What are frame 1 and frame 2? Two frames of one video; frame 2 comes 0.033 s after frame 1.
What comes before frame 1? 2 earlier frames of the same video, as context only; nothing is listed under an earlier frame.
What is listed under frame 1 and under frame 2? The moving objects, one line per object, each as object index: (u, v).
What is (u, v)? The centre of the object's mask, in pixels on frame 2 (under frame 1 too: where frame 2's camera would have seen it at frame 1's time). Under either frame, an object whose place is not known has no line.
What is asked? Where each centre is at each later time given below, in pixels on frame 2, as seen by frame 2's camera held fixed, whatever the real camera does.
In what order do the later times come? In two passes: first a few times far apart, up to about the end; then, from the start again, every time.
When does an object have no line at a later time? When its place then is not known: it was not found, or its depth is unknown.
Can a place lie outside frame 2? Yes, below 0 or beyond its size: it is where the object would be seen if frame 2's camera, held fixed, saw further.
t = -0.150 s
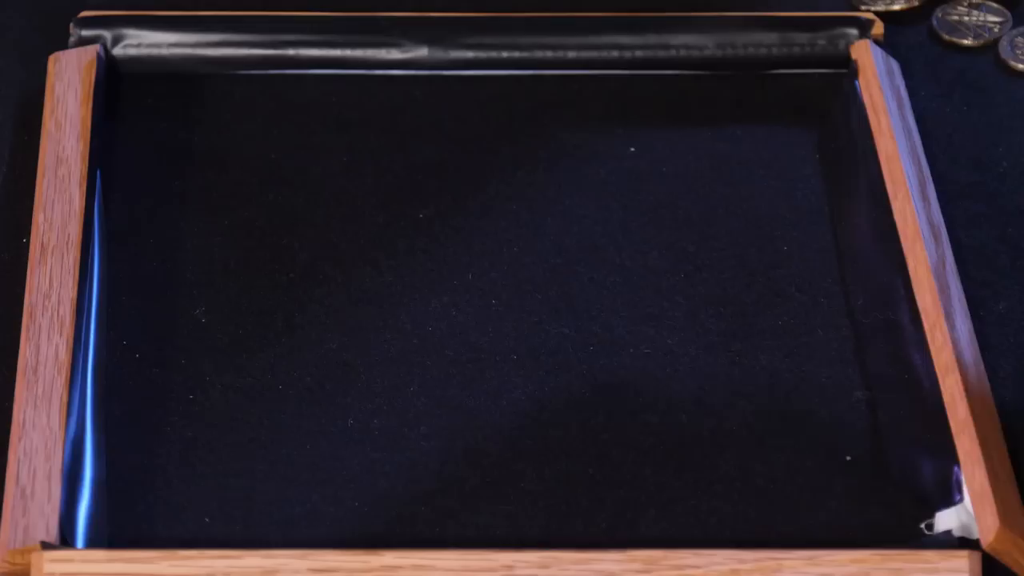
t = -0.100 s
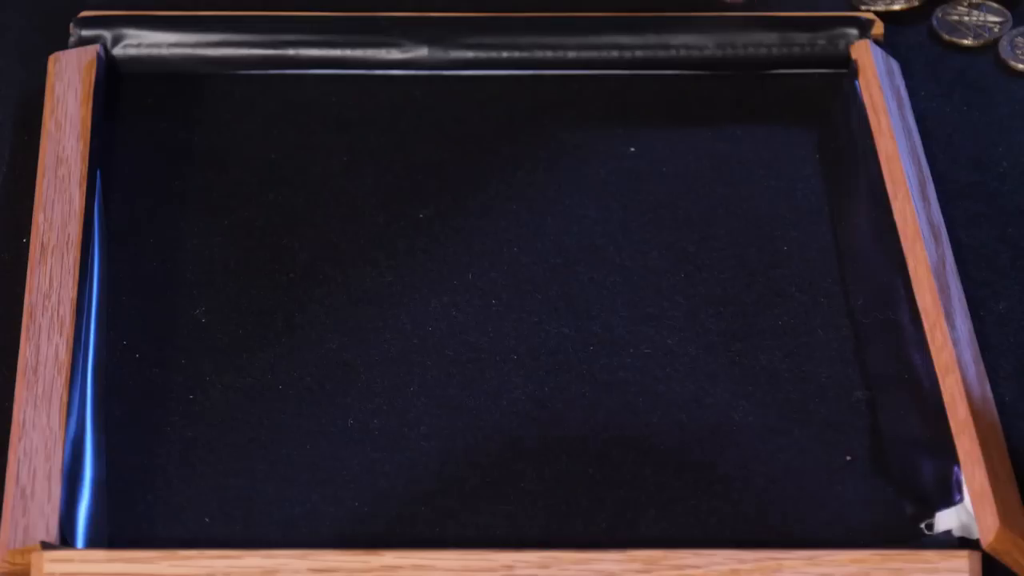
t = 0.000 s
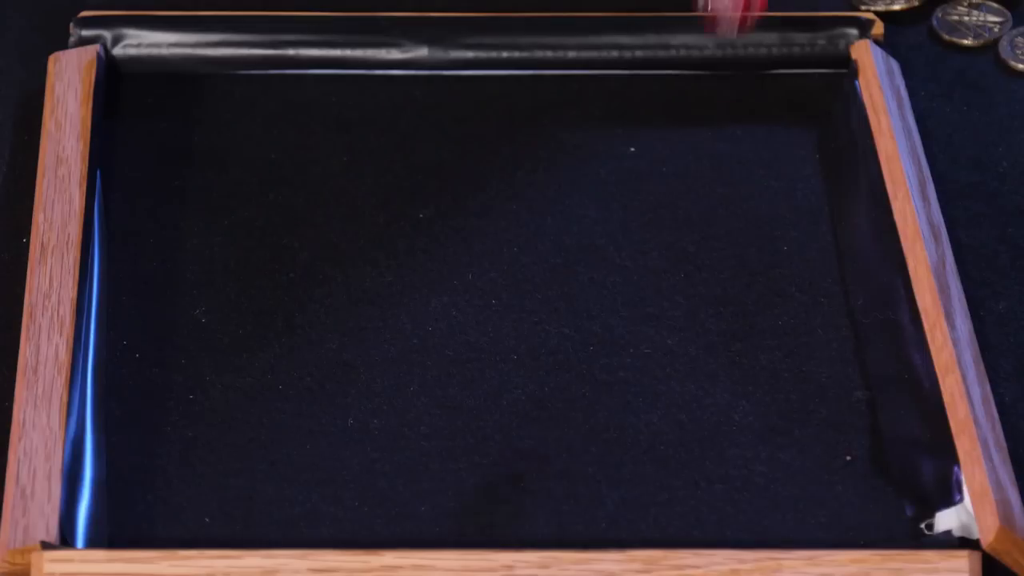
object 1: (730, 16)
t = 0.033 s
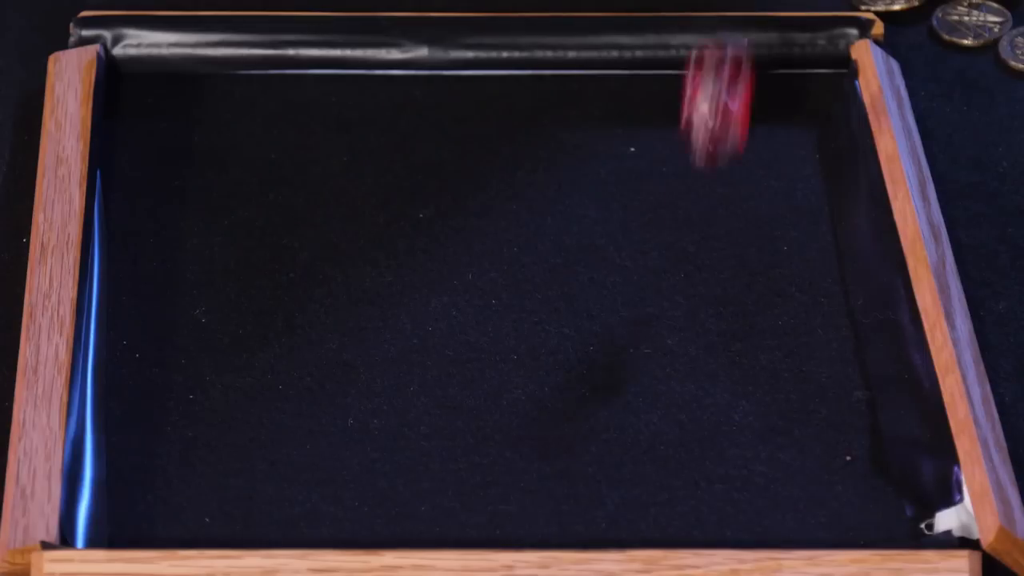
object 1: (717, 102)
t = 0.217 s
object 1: (708, 395)
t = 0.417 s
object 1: (632, 513)
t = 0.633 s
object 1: (609, 504)
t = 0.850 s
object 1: (608, 520)
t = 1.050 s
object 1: (608, 519)
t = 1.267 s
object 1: (609, 519)
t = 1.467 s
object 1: (609, 519)
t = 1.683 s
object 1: (609, 519)
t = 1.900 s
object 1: (609, 519)
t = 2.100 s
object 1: (609, 519)
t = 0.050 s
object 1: (708, 173)
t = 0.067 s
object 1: (702, 219)
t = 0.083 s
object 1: (700, 225)
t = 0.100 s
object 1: (700, 239)
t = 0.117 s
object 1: (698, 261)
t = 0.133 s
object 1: (697, 289)
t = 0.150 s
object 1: (698, 305)
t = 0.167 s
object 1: (701, 315)
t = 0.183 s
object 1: (703, 335)
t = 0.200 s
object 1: (707, 364)
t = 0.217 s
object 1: (708, 395)
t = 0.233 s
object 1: (708, 411)
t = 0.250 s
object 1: (705, 427)
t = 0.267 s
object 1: (703, 452)
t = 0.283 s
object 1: (697, 468)
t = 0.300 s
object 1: (689, 486)
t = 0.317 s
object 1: (681, 503)
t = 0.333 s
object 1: (673, 511)
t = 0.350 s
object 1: (664, 520)
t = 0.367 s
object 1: (655, 519)
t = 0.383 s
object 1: (648, 517)
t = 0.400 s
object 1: (640, 514)
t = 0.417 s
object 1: (632, 513)
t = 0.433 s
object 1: (625, 512)
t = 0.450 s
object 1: (618, 512)
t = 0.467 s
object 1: (610, 512)
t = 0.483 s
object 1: (603, 511)
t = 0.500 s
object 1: (599, 510)
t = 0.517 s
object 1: (597, 508)
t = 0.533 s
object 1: (596, 507)
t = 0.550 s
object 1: (597, 505)
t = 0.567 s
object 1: (600, 504)
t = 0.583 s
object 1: (603, 502)
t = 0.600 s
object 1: (605, 501)
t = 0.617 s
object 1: (607, 501)
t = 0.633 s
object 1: (609, 504)
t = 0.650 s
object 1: (610, 507)
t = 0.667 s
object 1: (611, 510)
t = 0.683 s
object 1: (611, 511)
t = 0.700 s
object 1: (609, 512)
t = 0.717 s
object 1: (609, 512)
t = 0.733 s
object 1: (609, 513)
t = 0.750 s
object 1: (609, 514)
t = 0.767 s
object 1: (609, 515)
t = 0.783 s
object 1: (609, 516)
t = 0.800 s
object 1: (609, 517)
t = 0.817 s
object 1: (609, 519)
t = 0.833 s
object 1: (609, 520)
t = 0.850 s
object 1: (608, 520)
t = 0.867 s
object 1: (608, 520)
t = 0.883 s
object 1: (608, 519)
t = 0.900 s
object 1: (608, 518)
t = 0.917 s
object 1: (609, 518)
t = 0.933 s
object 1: (609, 518)
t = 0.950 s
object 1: (609, 519)
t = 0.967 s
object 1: (608, 519)
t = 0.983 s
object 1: (608, 519)
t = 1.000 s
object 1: (608, 519)
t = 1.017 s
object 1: (609, 519)
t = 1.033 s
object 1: (609, 519)
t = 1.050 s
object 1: (608, 519)
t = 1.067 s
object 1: (608, 519)
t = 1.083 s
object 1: (609, 519)
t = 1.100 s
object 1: (609, 519)
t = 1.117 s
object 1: (609, 519)
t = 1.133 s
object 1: (609, 519)
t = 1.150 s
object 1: (609, 519)
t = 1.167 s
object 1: (608, 519)
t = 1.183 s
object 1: (609, 519)
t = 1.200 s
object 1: (609, 519)
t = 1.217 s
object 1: (609, 519)
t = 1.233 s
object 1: (608, 519)
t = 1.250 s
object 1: (608, 519)
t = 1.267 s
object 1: (609, 519)
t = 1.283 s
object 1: (609, 519)
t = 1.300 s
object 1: (609, 519)
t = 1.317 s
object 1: (609, 519)
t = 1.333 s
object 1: (609, 519)
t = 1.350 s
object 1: (609, 519)
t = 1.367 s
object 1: (609, 519)
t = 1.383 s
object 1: (609, 519)
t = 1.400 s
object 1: (609, 519)
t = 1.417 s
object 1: (609, 519)
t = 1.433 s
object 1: (609, 519)
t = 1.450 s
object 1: (609, 519)
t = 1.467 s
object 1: (609, 519)
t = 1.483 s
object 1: (609, 519)
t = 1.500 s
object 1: (609, 519)
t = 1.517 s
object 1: (609, 519)
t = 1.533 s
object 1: (609, 519)
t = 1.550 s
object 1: (609, 519)
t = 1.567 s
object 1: (609, 519)
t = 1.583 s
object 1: (609, 519)
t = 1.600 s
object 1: (609, 519)
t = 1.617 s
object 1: (609, 519)
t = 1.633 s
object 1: (609, 519)
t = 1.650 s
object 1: (609, 519)
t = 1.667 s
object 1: (609, 519)
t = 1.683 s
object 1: (609, 519)
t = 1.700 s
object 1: (609, 519)
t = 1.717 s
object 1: (609, 519)
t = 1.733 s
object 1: (609, 519)
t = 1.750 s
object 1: (609, 519)
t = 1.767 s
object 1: (609, 519)
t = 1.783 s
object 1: (609, 519)
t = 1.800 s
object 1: (609, 519)
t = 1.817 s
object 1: (609, 519)
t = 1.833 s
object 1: (609, 519)
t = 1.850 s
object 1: (609, 519)
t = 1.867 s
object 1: (609, 519)
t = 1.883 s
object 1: (609, 519)
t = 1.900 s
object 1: (609, 519)
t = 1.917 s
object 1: (609, 519)
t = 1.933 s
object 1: (609, 519)
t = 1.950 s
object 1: (609, 519)
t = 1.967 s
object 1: (609, 519)
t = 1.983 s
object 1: (609, 519)
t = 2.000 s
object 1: (609, 519)
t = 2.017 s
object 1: (609, 519)
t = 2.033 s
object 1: (608, 519)
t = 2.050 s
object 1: (609, 519)
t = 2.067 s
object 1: (608, 519)
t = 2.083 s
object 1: (609, 519)
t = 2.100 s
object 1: (609, 519)
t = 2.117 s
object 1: (609, 519)
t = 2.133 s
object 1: (608, 519)
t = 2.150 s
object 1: (609, 519)
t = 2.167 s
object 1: (609, 519)
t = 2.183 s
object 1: (609, 519)
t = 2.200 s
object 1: (609, 519)
